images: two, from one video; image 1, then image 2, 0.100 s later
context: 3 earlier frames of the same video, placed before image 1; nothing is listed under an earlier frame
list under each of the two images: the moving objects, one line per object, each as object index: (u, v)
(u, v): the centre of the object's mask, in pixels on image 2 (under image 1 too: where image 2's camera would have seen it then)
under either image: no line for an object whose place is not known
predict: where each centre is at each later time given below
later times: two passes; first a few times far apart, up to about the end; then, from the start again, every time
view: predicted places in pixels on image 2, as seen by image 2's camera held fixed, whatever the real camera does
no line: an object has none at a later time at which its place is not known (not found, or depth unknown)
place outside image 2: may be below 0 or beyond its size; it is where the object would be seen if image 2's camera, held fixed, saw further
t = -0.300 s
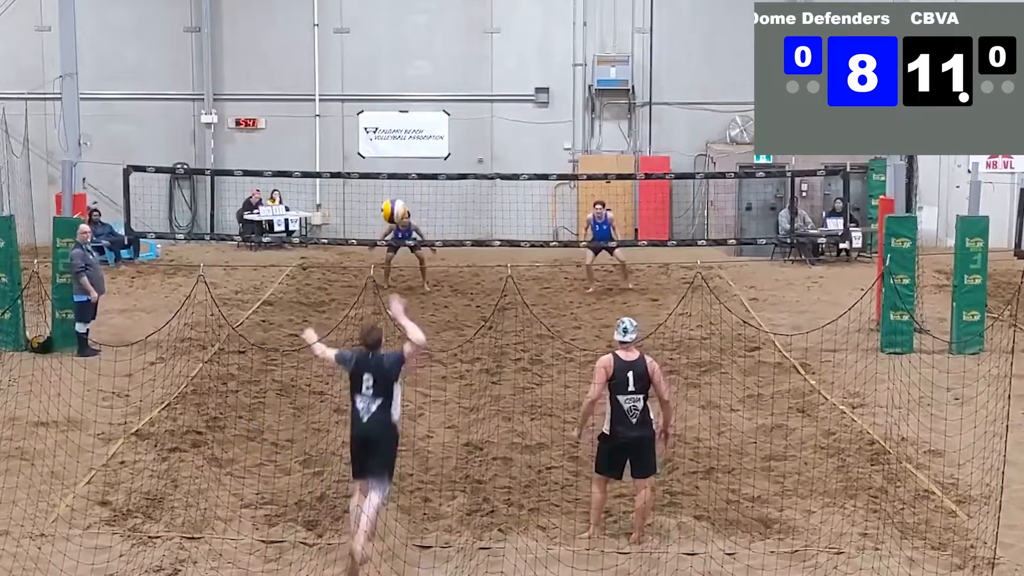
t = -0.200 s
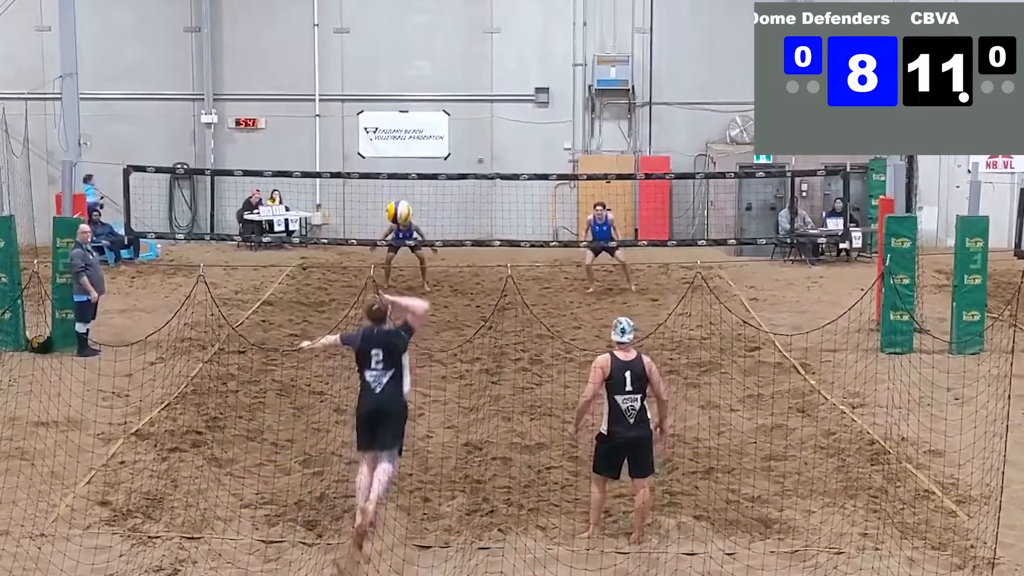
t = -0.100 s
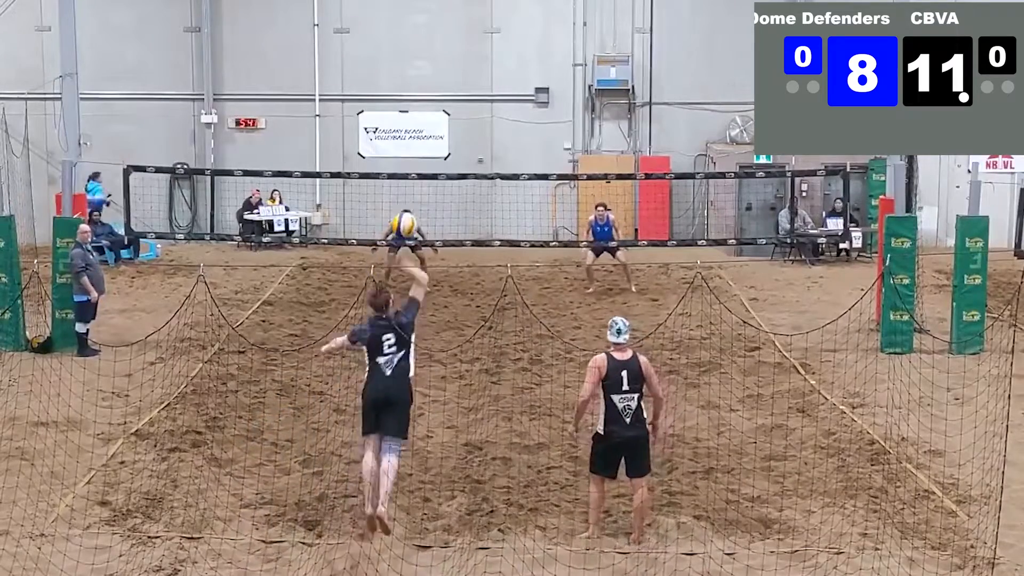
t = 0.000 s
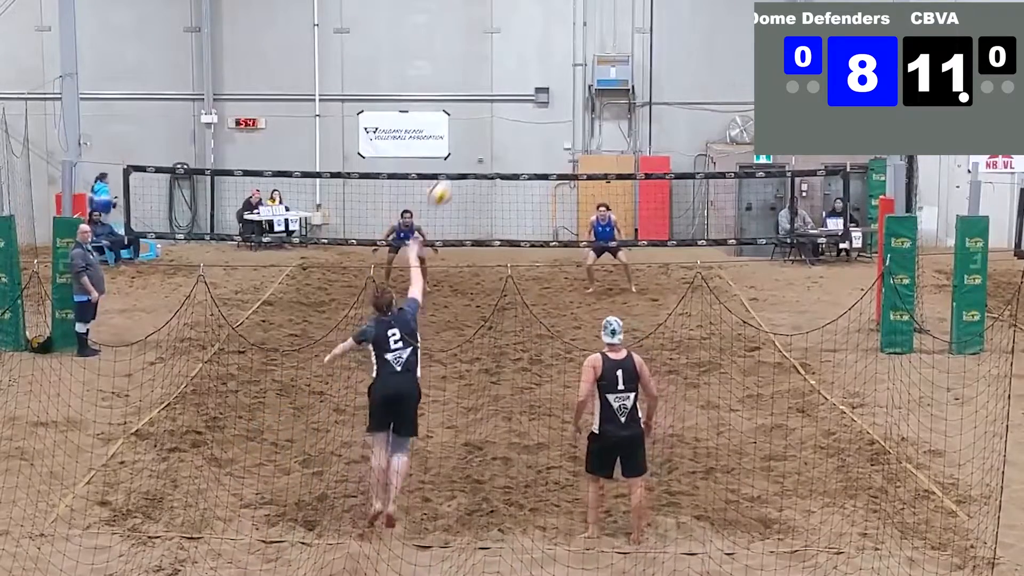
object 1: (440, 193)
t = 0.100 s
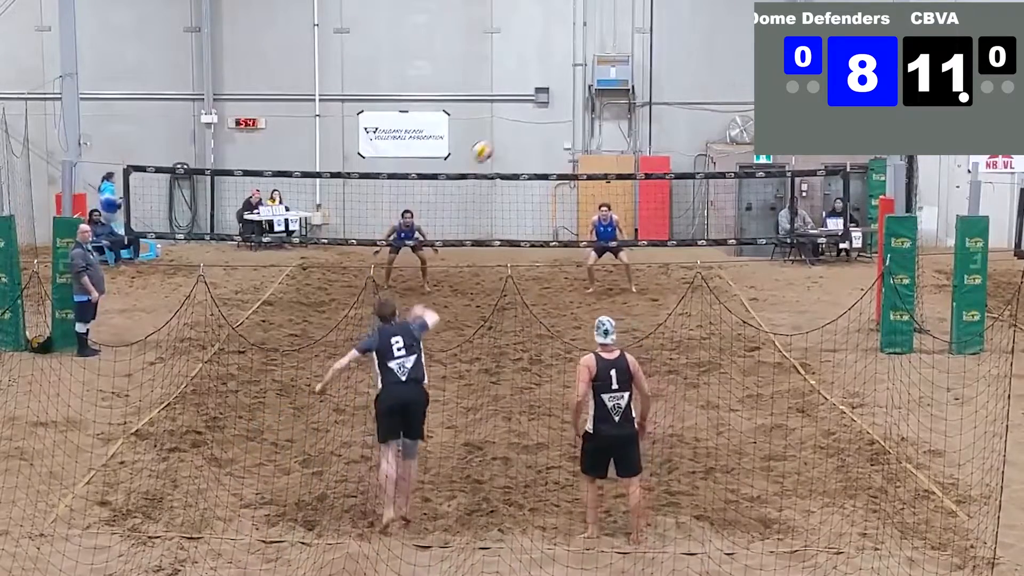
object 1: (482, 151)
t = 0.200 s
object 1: (520, 121)
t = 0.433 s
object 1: (590, 93)
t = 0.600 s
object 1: (629, 98)
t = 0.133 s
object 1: (495, 139)
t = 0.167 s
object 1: (508, 129)
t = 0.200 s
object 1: (520, 121)
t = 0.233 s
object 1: (530, 113)
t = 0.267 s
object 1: (540, 107)
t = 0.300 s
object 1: (551, 102)
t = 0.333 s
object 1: (561, 99)
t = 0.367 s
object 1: (571, 95)
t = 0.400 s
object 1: (581, 93)
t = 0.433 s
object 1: (590, 93)
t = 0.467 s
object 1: (598, 93)
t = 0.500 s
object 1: (606, 93)
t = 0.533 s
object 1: (615, 94)
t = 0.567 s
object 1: (623, 96)
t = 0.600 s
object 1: (629, 98)
